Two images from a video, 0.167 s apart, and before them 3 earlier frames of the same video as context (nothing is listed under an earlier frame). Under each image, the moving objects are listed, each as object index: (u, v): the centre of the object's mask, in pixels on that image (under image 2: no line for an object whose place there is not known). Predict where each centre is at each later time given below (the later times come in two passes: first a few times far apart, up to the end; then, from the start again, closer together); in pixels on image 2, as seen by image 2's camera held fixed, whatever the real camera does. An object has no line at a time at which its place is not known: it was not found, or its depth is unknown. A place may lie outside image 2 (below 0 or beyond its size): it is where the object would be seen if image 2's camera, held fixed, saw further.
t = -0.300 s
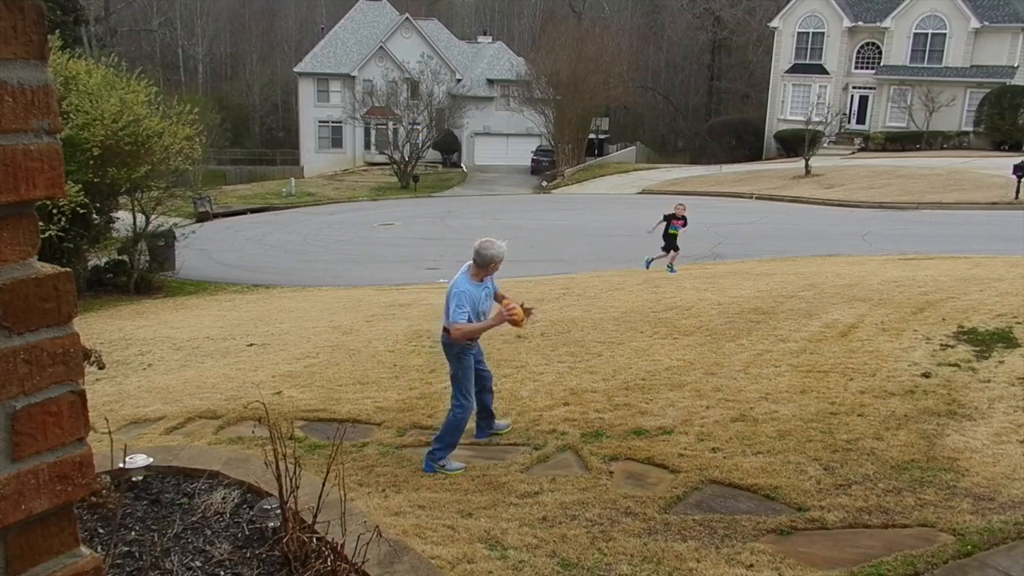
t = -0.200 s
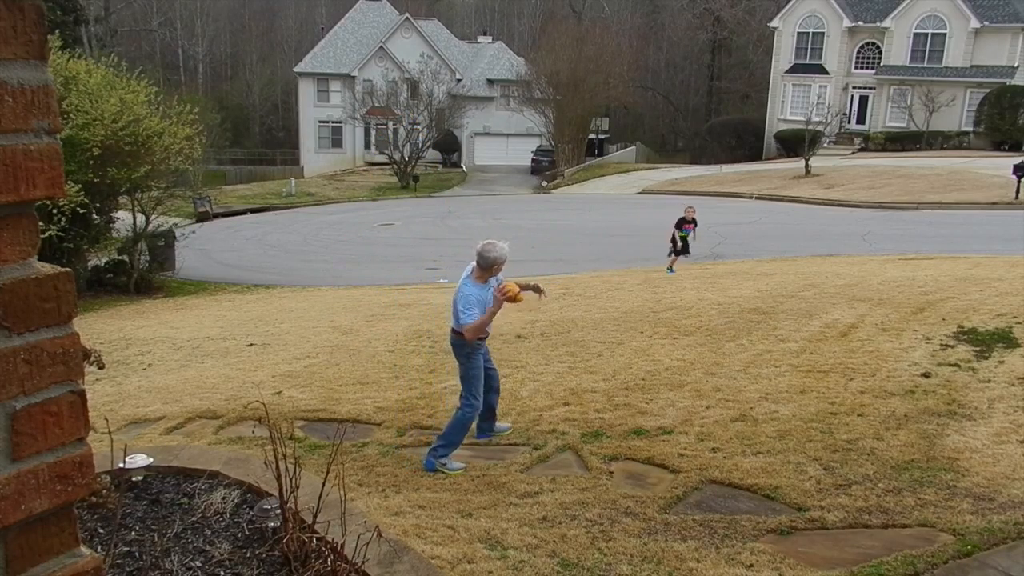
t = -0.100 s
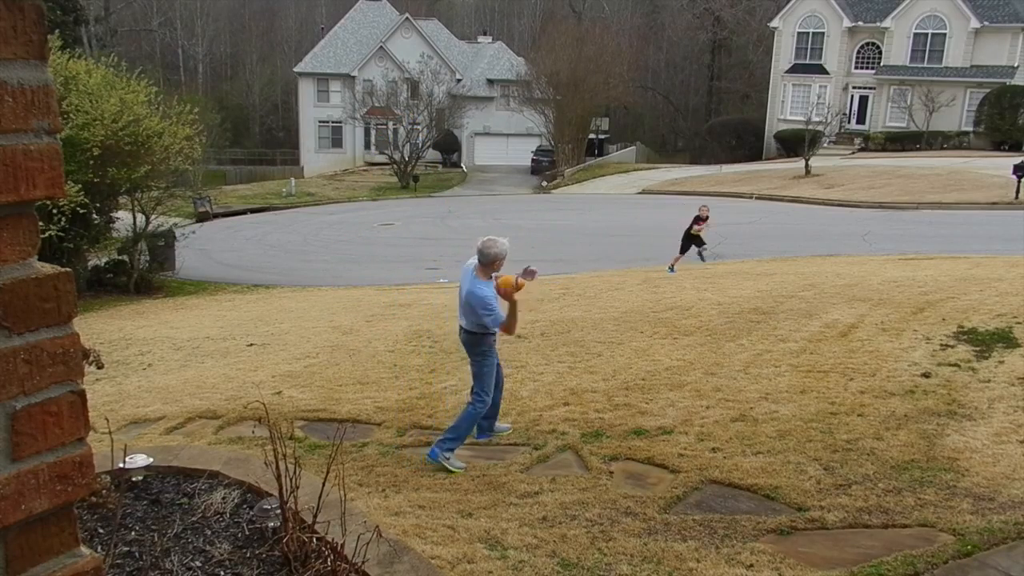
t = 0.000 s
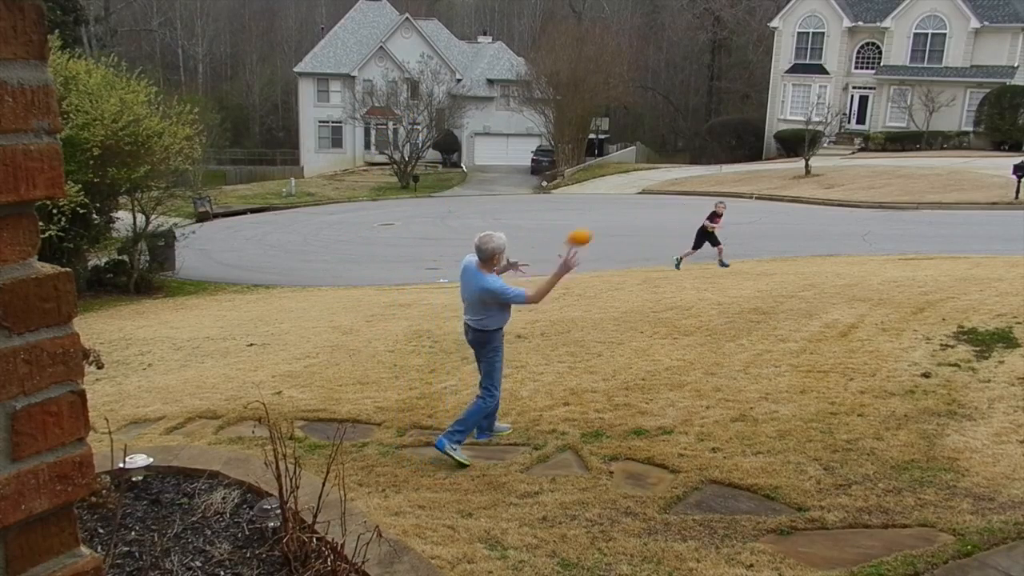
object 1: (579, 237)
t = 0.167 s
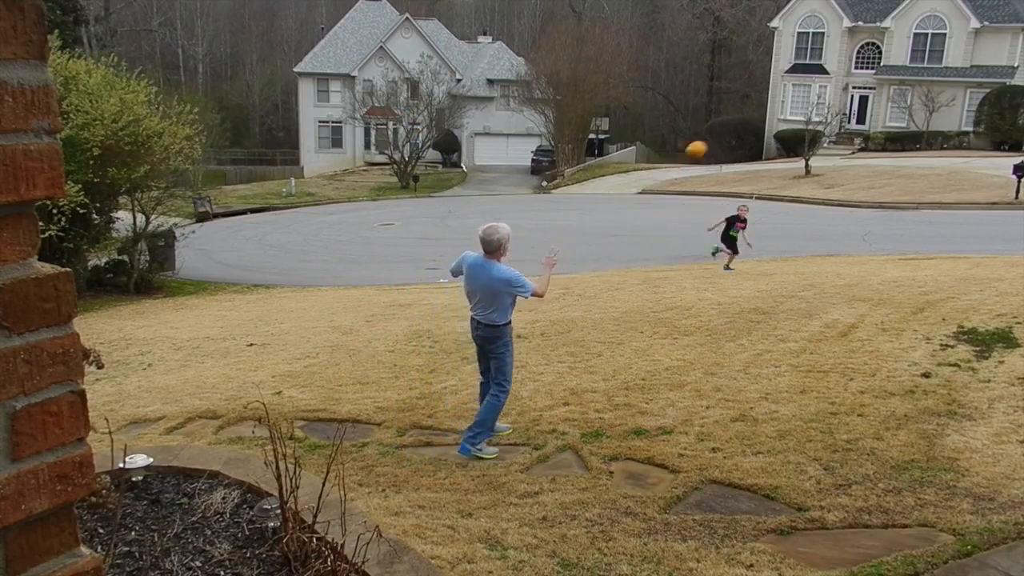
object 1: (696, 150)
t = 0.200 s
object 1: (716, 139)
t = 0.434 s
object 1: (826, 107)
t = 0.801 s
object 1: (930, 159)
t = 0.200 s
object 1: (716, 139)
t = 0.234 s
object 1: (734, 130)
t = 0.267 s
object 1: (752, 122)
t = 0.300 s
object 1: (768, 116)
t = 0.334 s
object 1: (785, 112)
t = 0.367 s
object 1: (799, 109)
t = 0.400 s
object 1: (813, 108)
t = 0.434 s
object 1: (826, 107)
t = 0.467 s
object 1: (838, 108)
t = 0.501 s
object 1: (850, 109)
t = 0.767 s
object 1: (924, 151)
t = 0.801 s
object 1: (930, 159)
